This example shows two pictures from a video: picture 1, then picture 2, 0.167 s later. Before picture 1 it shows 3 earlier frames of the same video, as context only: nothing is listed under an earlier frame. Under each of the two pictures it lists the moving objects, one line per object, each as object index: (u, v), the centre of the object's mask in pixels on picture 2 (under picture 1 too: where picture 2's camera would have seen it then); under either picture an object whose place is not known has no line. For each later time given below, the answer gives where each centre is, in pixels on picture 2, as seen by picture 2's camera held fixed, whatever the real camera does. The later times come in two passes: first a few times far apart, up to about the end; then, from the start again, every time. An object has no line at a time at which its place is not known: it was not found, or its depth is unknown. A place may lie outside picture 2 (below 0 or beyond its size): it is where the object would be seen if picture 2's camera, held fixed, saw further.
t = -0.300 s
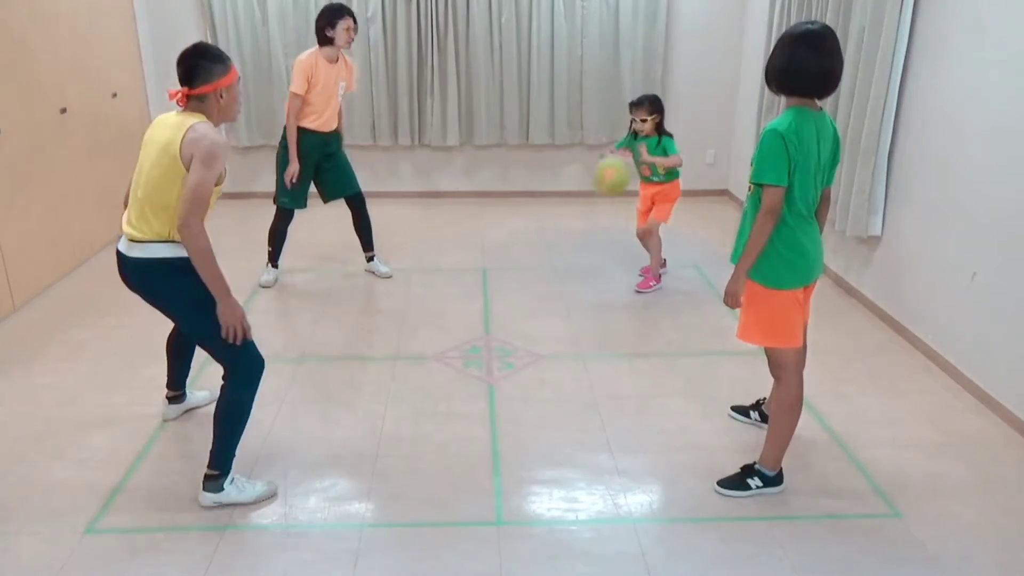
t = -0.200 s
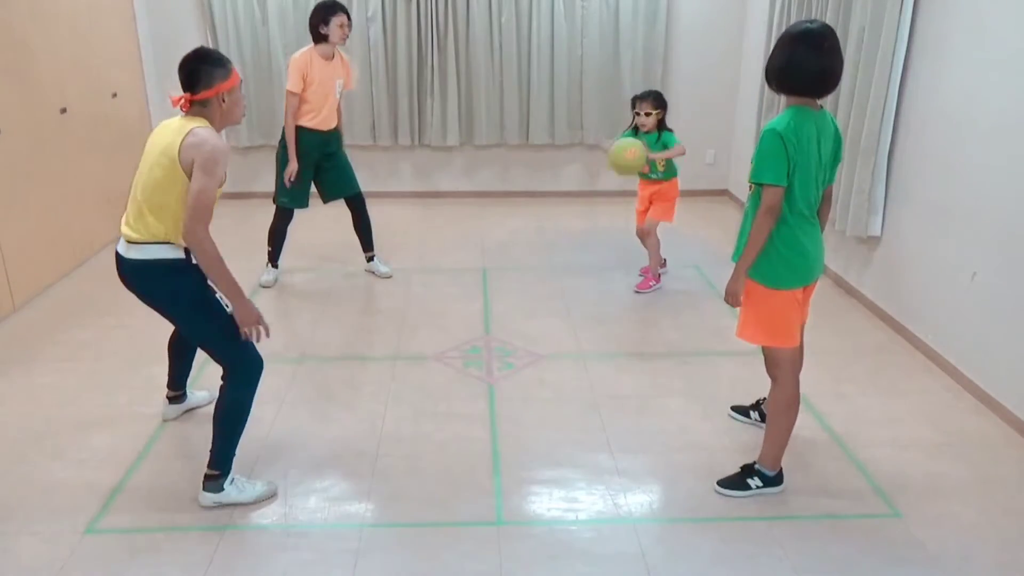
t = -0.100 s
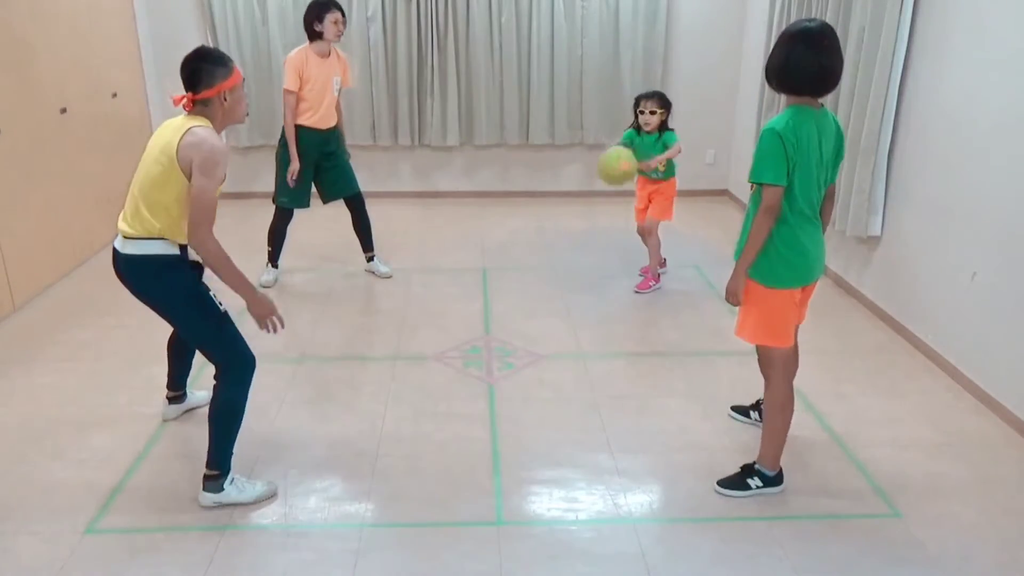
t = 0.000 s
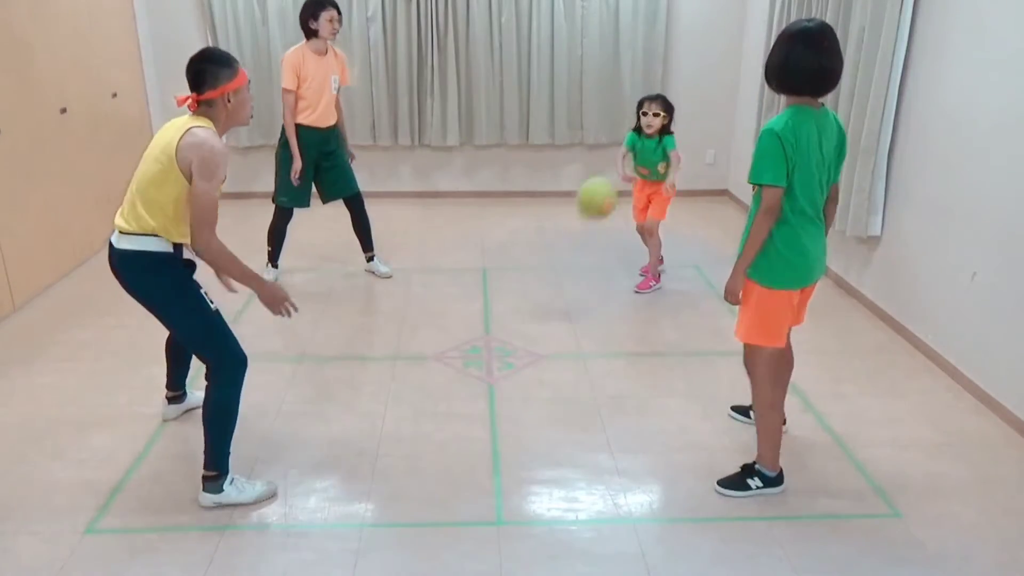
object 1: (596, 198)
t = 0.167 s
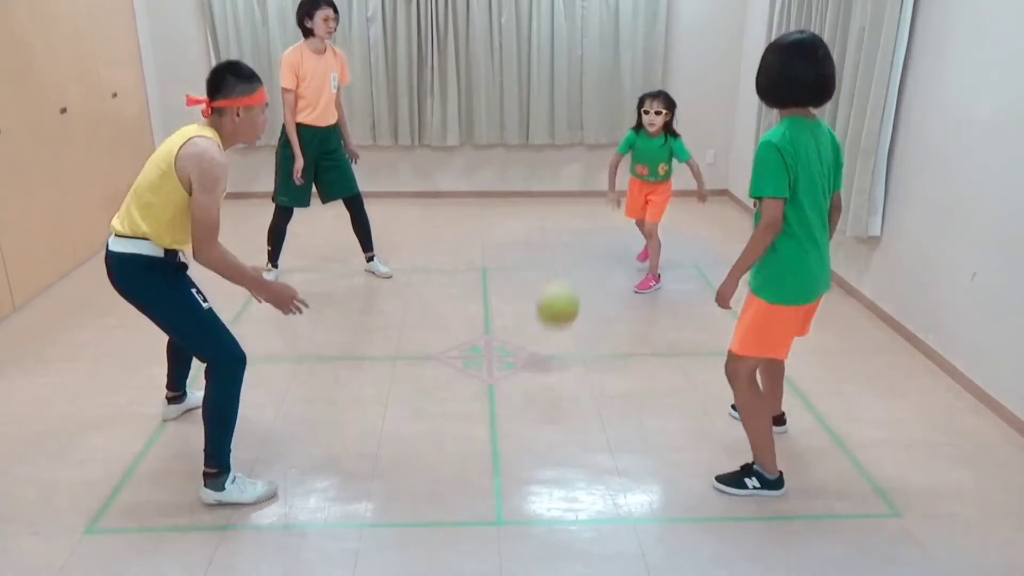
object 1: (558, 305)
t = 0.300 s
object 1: (538, 334)
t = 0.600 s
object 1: (521, 276)
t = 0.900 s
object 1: (499, 438)
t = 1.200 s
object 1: (461, 405)
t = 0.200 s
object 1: (551, 334)
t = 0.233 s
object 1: (542, 366)
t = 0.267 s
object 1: (540, 350)
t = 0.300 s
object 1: (538, 334)
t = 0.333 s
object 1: (536, 320)
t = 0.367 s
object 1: (535, 306)
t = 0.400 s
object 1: (533, 296)
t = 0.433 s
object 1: (531, 287)
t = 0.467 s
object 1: (530, 281)
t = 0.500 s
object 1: (528, 274)
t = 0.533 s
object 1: (526, 272)
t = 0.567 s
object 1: (524, 273)
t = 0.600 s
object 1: (521, 276)
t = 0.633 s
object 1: (518, 282)
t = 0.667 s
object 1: (516, 291)
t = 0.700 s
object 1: (514, 303)
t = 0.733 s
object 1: (512, 319)
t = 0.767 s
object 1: (510, 337)
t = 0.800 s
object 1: (508, 357)
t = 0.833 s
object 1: (506, 382)
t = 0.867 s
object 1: (502, 409)
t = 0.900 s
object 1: (499, 438)
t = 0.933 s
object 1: (496, 468)
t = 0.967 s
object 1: (492, 454)
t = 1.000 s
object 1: (488, 440)
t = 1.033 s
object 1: (484, 428)
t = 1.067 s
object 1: (479, 419)
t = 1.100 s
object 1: (474, 412)
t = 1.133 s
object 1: (470, 407)
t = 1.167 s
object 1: (466, 405)
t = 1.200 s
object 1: (461, 405)
